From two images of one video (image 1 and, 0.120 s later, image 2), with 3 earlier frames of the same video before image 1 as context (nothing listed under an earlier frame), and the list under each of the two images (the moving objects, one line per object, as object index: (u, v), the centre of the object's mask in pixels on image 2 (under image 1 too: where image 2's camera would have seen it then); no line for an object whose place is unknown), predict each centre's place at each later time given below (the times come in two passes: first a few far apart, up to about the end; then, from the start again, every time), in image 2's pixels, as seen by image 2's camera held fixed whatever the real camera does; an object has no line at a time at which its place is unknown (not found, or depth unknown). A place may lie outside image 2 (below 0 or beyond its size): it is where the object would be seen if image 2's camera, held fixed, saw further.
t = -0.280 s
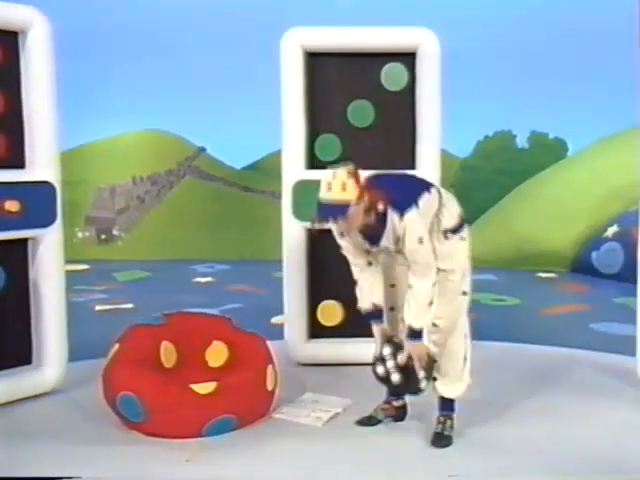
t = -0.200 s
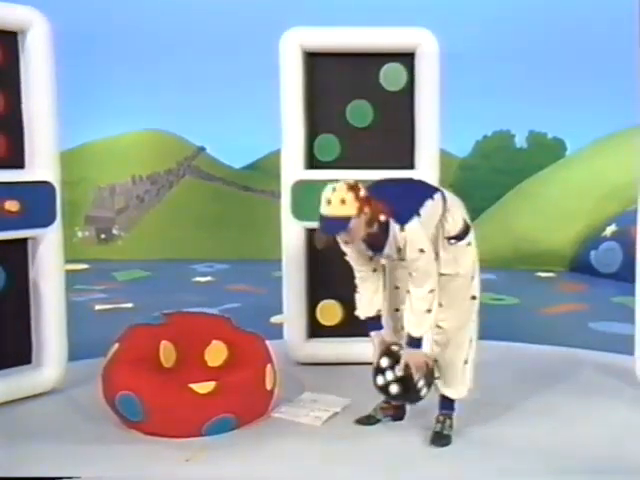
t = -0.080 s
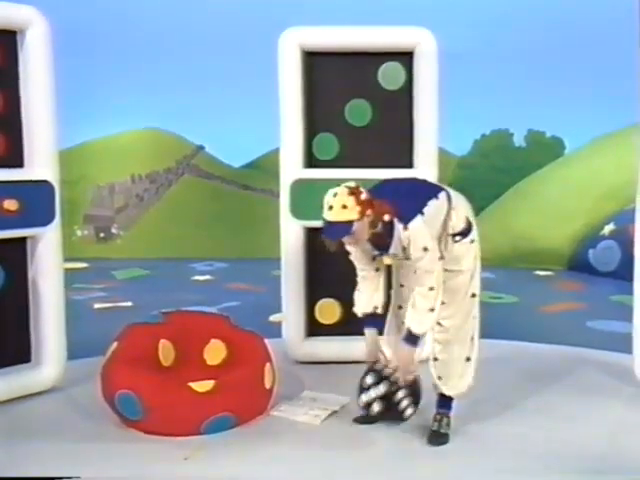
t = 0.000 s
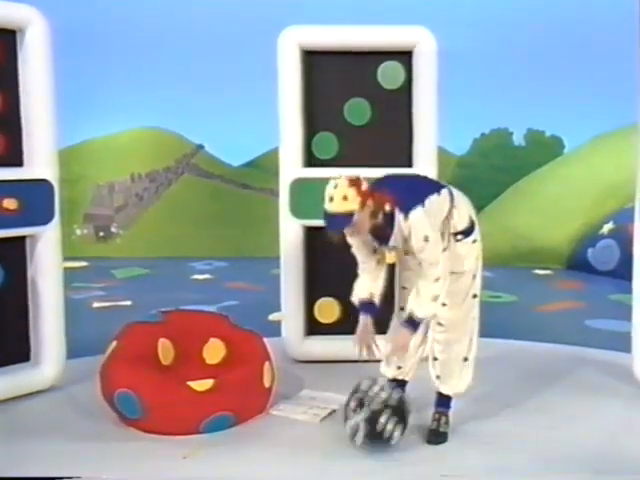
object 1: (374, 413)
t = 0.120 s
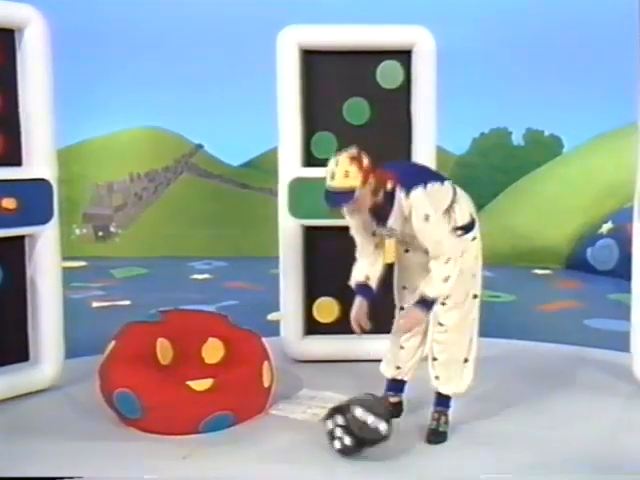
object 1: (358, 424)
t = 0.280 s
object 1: (333, 425)
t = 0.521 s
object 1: (306, 415)
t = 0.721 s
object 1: (288, 415)
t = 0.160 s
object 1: (351, 425)
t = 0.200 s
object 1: (345, 425)
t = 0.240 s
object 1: (339, 425)
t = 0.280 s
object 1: (333, 425)
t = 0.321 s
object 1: (327, 424)
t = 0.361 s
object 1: (319, 422)
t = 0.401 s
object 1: (314, 419)
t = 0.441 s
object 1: (312, 417)
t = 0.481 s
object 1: (308, 416)
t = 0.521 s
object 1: (306, 415)
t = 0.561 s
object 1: (303, 414)
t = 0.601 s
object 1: (298, 413)
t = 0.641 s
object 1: (296, 414)
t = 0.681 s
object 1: (293, 415)
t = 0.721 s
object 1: (288, 415)
